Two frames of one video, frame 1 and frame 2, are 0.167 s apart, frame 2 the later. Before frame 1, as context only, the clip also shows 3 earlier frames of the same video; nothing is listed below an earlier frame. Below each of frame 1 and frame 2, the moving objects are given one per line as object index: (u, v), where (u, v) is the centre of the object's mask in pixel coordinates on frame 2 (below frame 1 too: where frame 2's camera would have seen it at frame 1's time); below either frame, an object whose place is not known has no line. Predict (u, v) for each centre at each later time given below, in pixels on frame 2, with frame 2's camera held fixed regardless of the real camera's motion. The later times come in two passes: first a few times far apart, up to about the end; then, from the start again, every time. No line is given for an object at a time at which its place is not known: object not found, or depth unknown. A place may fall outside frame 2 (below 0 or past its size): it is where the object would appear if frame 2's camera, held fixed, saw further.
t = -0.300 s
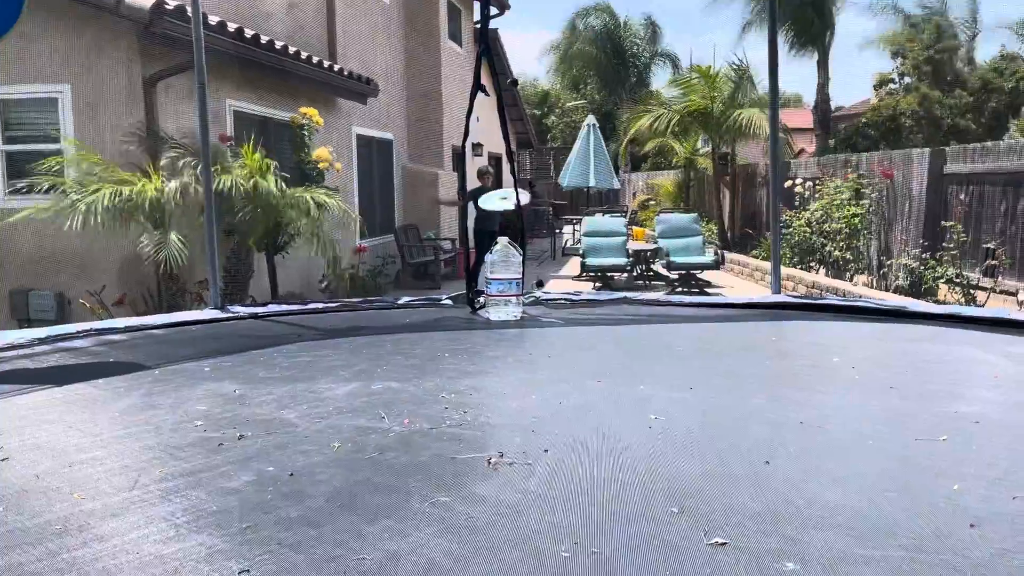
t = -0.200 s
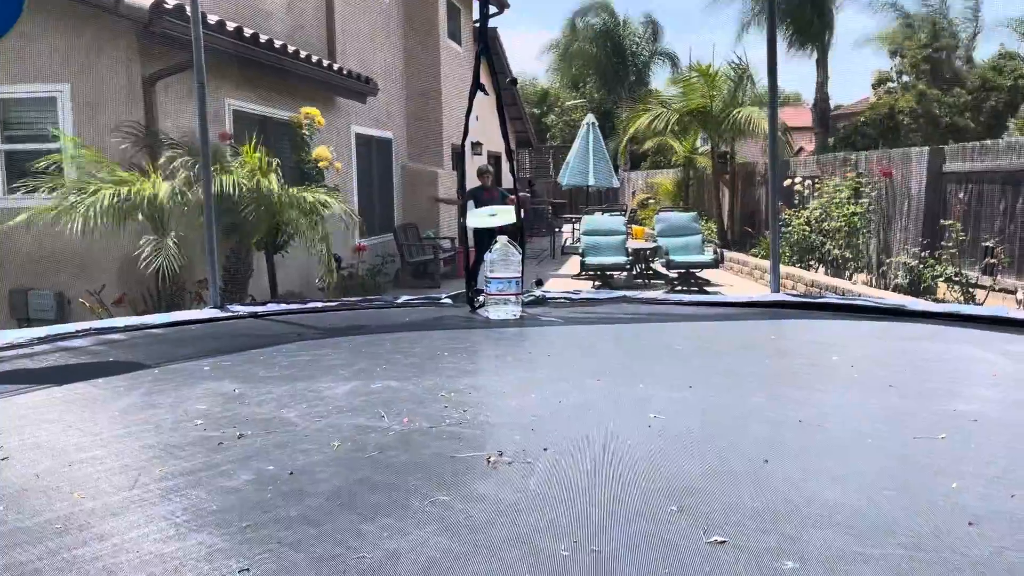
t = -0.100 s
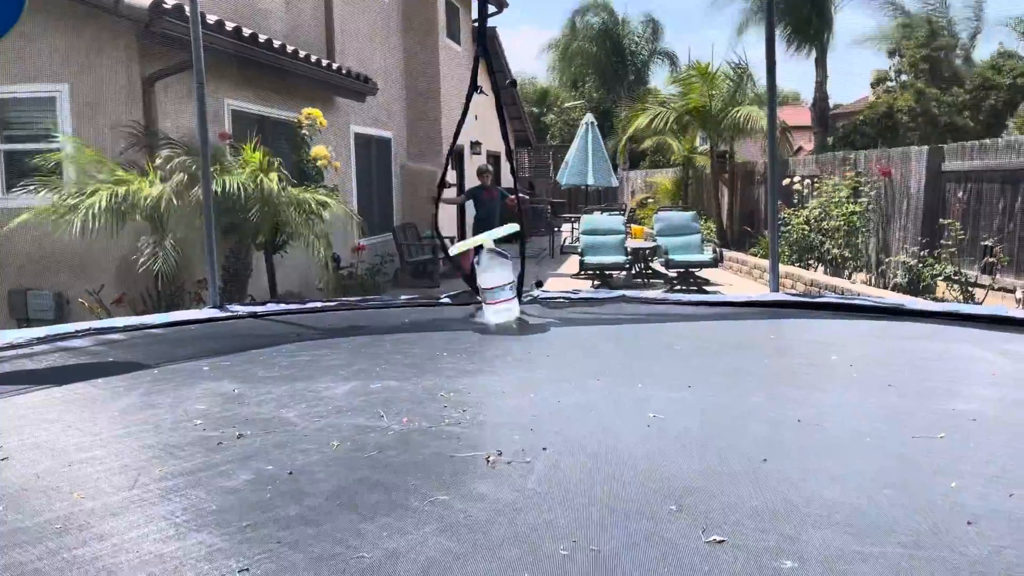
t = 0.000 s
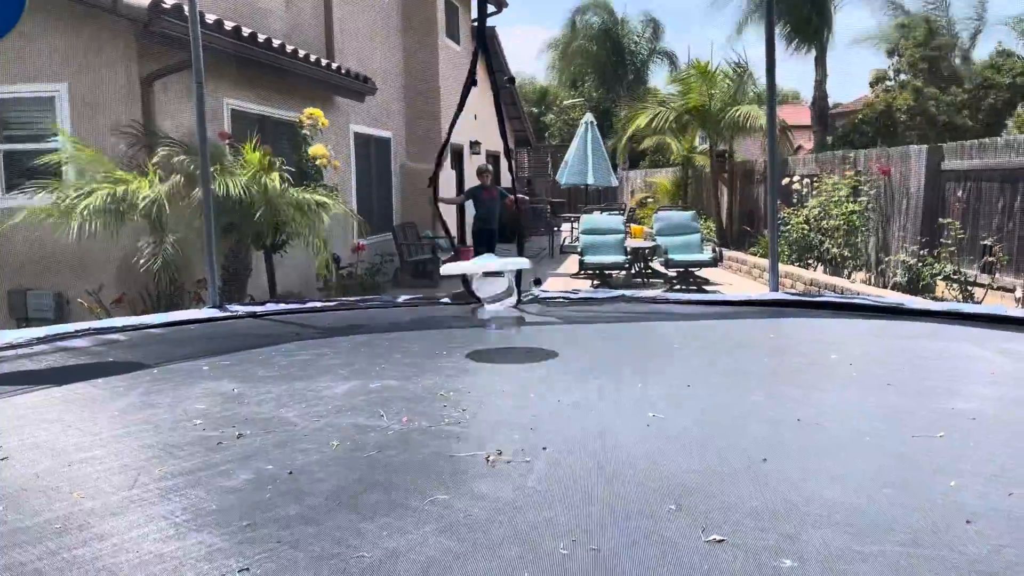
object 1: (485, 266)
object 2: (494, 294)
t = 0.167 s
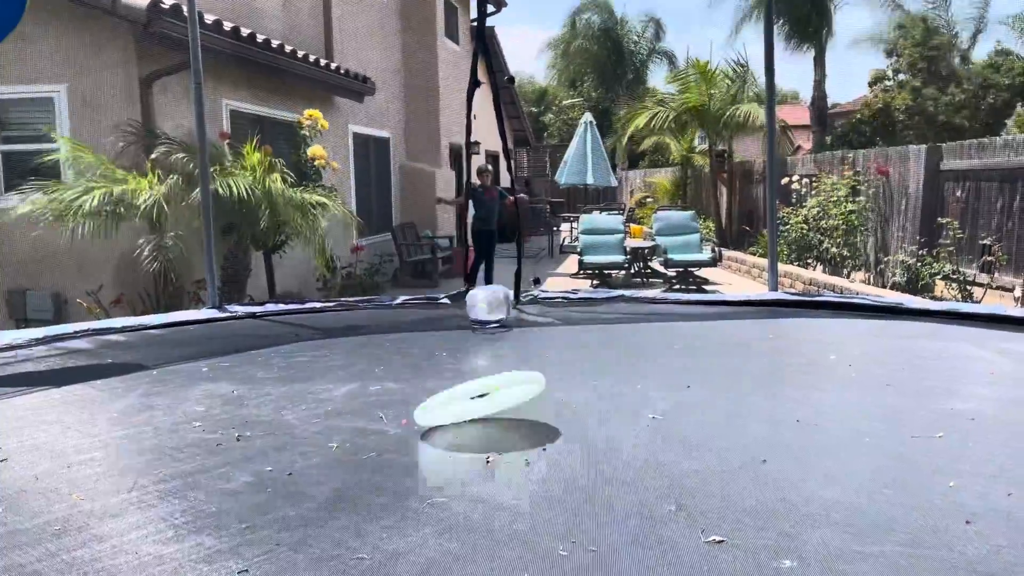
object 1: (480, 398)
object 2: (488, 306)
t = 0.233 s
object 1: (468, 452)
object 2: (487, 306)
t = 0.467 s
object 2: (489, 308)
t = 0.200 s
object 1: (472, 432)
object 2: (487, 306)
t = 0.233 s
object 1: (468, 452)
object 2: (487, 306)
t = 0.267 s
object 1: (464, 477)
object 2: (487, 307)
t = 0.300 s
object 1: (464, 507)
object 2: (489, 307)
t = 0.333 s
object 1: (466, 532)
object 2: (492, 307)
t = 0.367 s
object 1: (464, 551)
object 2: (492, 307)
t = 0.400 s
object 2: (490, 308)
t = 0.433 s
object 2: (489, 308)
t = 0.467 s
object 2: (489, 308)
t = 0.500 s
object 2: (490, 308)
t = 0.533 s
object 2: (490, 308)
